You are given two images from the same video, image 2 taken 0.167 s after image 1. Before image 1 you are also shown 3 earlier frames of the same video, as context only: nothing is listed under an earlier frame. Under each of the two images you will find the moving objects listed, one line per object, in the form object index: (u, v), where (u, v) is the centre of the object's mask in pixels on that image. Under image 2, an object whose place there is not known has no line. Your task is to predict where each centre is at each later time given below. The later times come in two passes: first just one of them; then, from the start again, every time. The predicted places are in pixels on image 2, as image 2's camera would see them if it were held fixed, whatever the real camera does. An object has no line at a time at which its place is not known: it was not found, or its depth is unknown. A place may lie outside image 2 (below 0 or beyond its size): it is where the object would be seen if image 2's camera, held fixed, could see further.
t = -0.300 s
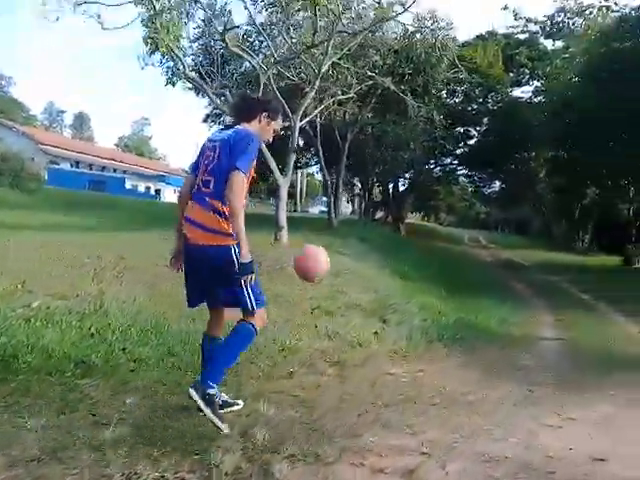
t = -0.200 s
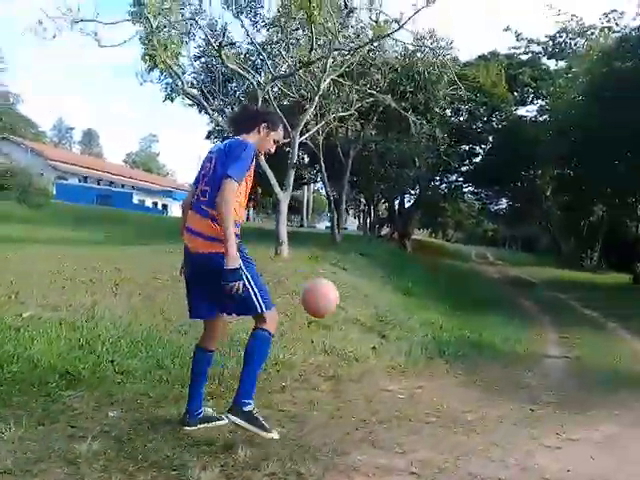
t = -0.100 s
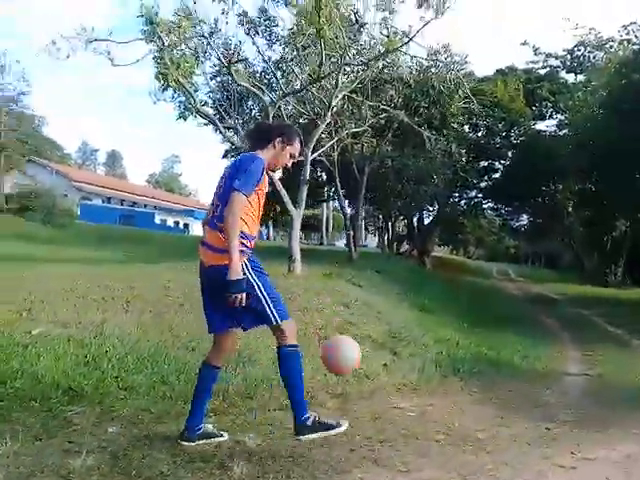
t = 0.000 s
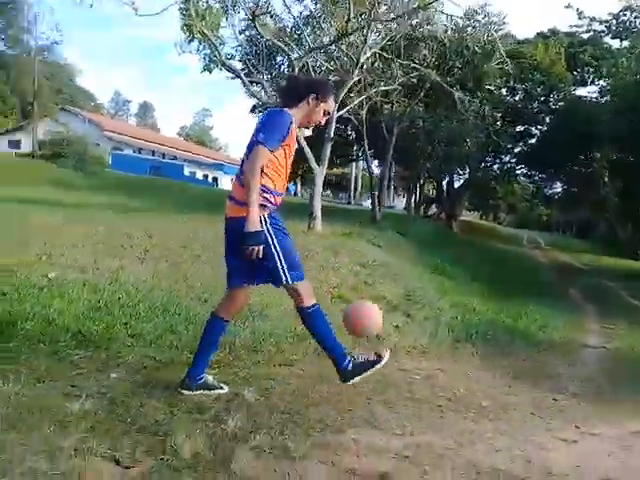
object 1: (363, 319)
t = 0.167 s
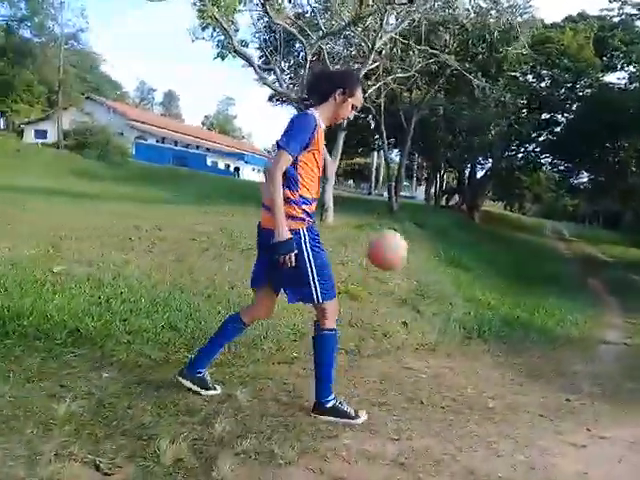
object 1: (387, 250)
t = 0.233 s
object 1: (394, 236)
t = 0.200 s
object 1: (389, 241)
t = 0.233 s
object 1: (394, 236)
